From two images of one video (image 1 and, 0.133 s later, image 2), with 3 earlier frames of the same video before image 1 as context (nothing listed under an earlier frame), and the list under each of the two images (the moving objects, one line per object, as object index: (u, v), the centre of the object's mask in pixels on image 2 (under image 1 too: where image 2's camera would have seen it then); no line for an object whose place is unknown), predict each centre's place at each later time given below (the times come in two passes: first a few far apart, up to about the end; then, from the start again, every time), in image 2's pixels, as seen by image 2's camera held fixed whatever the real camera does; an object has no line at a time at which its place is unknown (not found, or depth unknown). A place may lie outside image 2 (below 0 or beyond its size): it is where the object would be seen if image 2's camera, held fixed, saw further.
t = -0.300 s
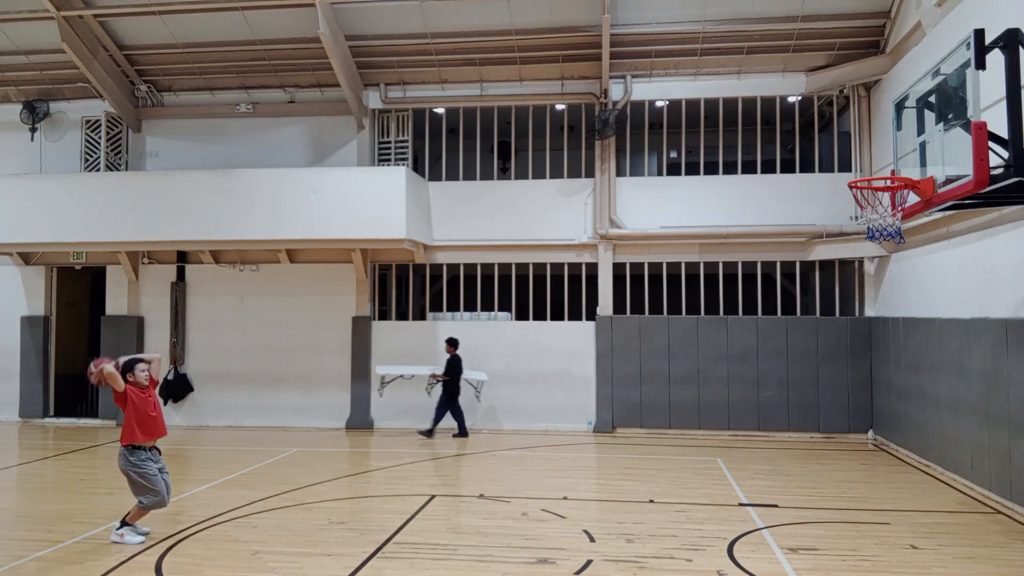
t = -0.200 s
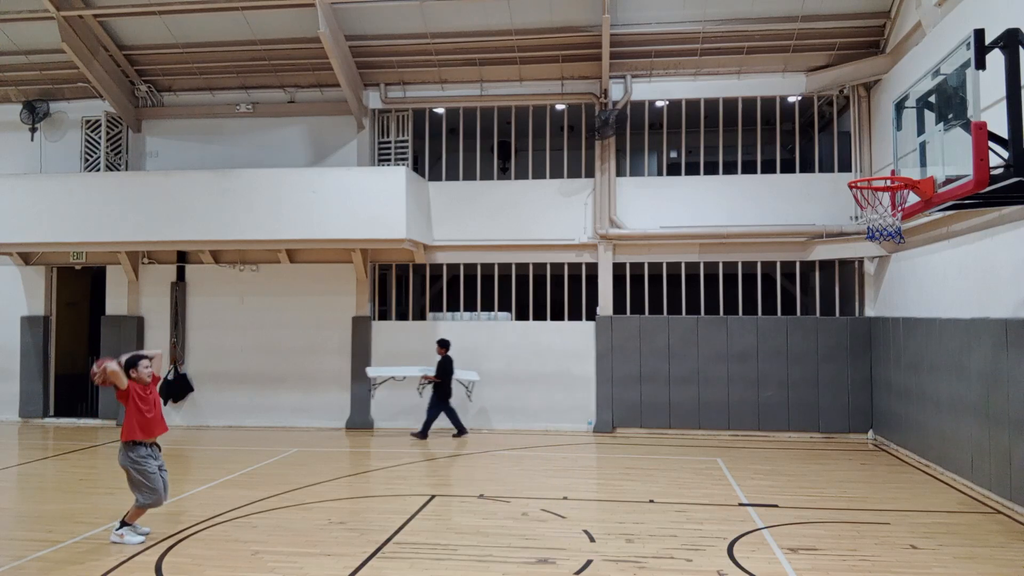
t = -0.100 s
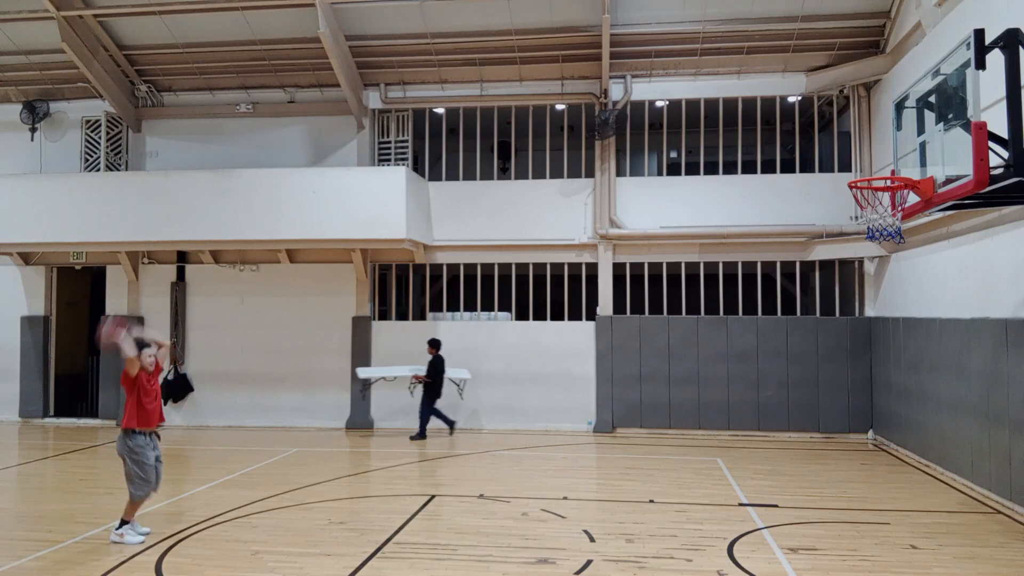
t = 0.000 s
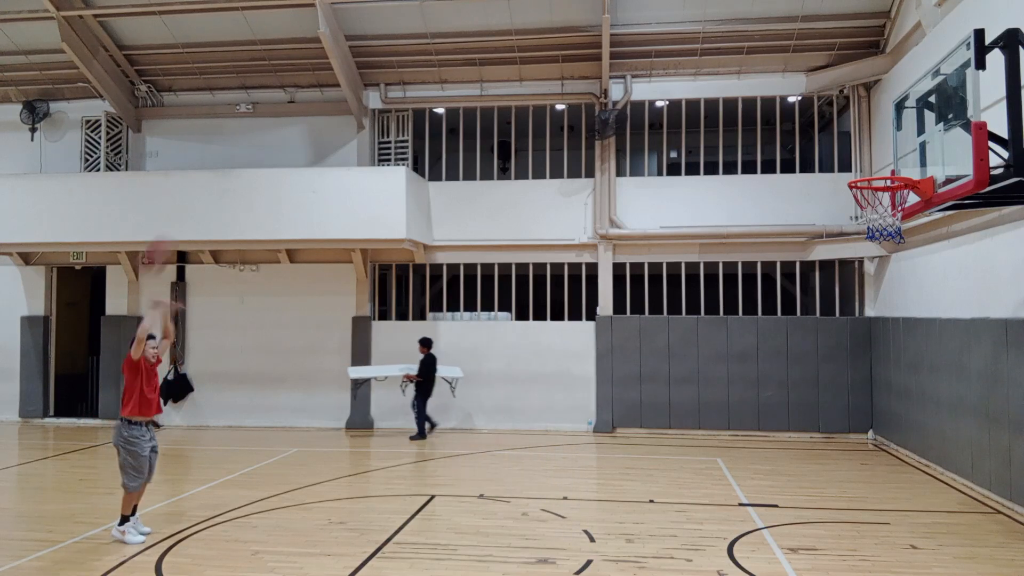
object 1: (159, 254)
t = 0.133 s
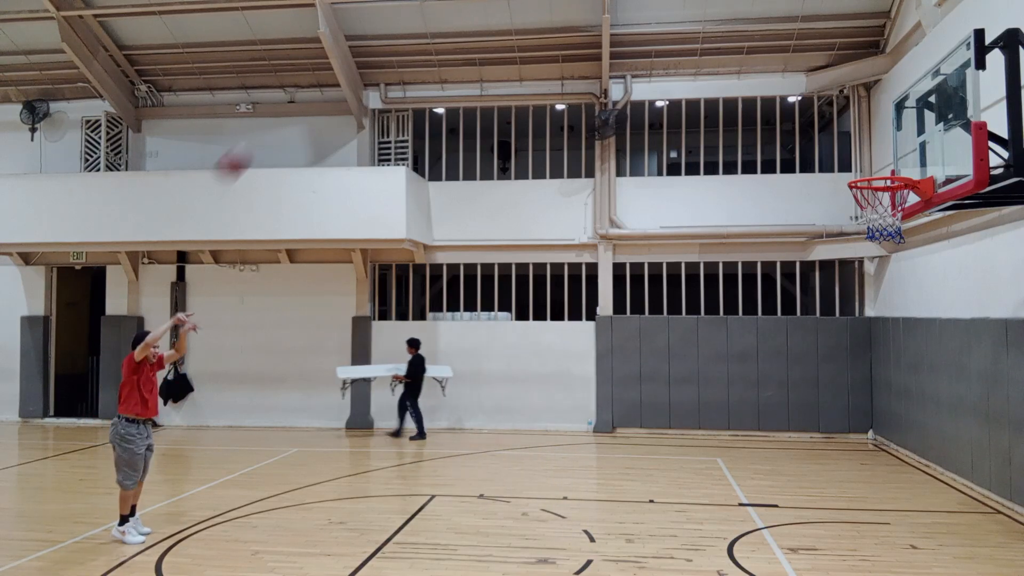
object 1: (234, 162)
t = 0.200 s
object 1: (274, 123)
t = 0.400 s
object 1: (387, 34)
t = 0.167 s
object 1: (253, 143)
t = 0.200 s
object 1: (274, 123)
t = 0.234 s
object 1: (292, 106)
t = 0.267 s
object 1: (310, 90)
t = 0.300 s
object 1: (331, 73)
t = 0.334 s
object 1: (350, 58)
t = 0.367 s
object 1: (367, 47)
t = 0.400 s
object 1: (387, 34)
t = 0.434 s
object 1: (405, 24)
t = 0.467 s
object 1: (426, 14)
